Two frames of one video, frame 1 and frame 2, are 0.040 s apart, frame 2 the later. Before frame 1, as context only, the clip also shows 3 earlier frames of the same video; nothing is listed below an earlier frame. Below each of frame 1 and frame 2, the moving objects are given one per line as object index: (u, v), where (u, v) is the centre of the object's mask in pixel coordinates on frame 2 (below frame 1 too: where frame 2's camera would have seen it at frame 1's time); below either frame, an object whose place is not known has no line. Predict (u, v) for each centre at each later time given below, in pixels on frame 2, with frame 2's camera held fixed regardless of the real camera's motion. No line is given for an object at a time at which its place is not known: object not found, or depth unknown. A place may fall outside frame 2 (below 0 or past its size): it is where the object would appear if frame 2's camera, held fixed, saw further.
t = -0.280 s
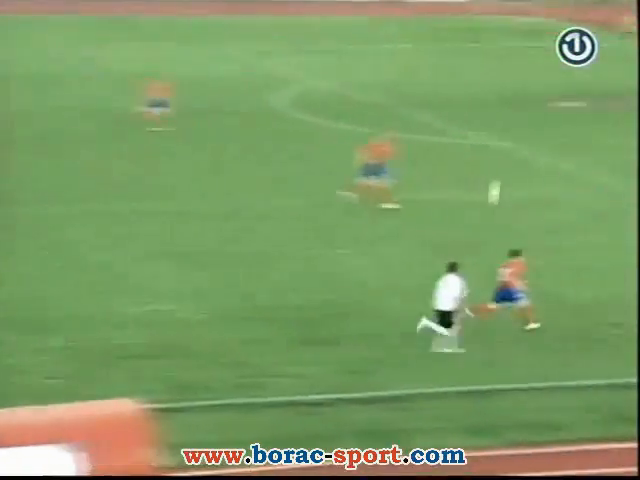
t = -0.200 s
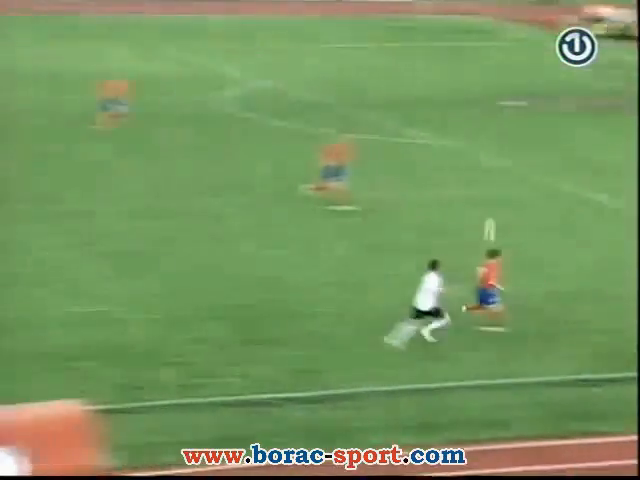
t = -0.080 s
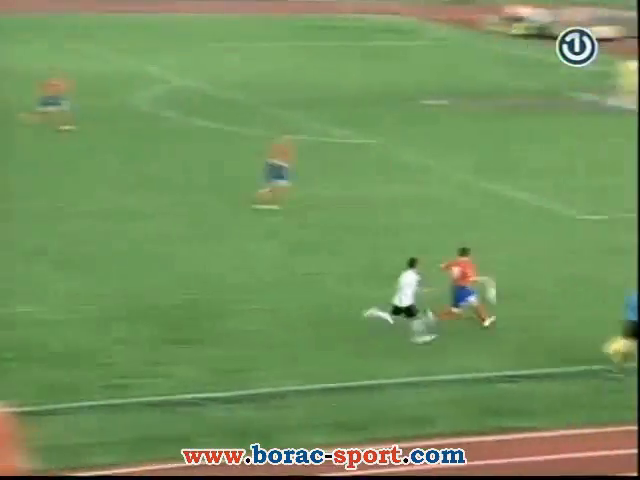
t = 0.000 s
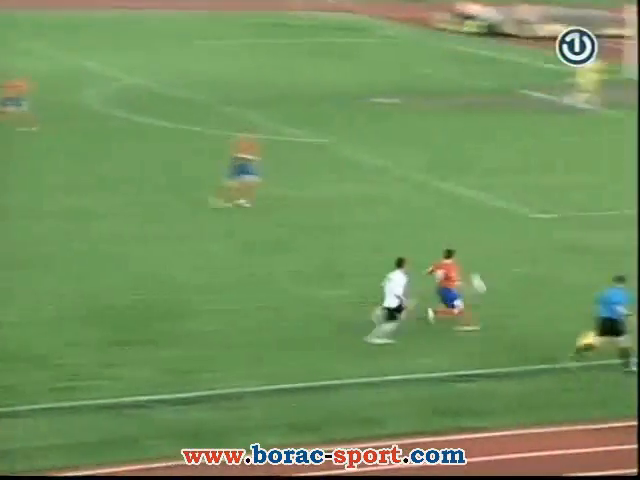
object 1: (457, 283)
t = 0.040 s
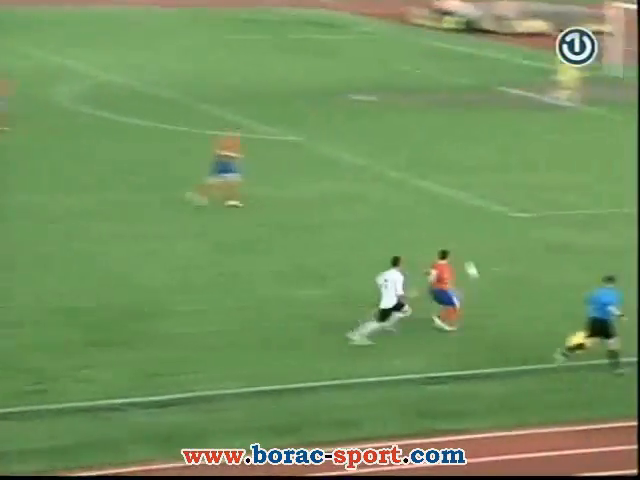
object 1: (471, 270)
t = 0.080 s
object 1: (485, 259)
